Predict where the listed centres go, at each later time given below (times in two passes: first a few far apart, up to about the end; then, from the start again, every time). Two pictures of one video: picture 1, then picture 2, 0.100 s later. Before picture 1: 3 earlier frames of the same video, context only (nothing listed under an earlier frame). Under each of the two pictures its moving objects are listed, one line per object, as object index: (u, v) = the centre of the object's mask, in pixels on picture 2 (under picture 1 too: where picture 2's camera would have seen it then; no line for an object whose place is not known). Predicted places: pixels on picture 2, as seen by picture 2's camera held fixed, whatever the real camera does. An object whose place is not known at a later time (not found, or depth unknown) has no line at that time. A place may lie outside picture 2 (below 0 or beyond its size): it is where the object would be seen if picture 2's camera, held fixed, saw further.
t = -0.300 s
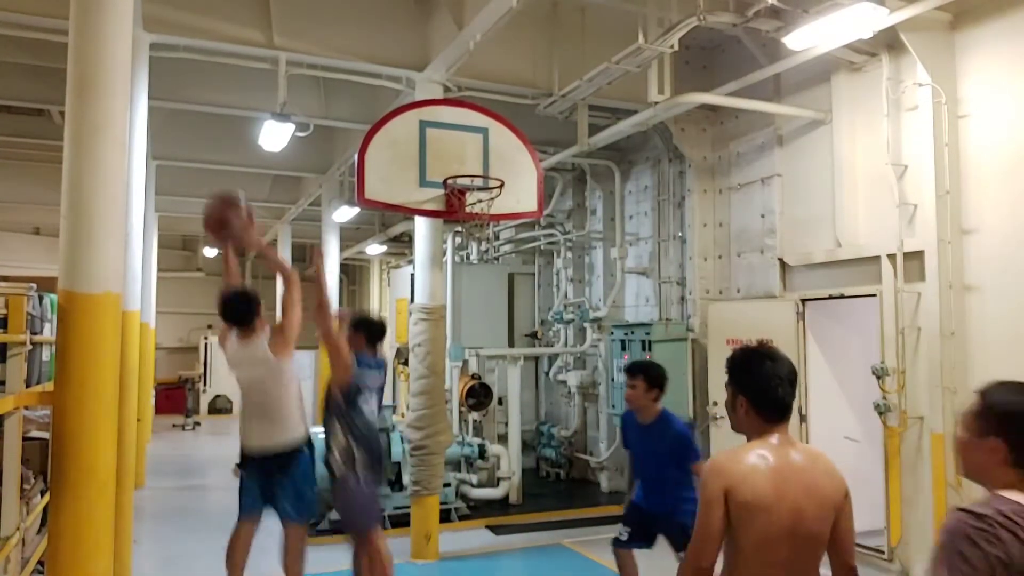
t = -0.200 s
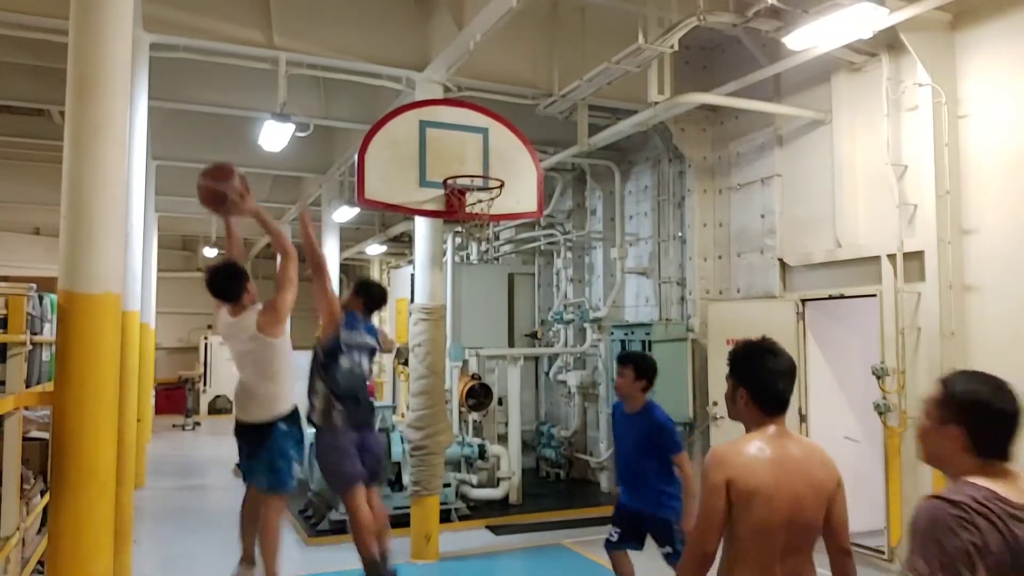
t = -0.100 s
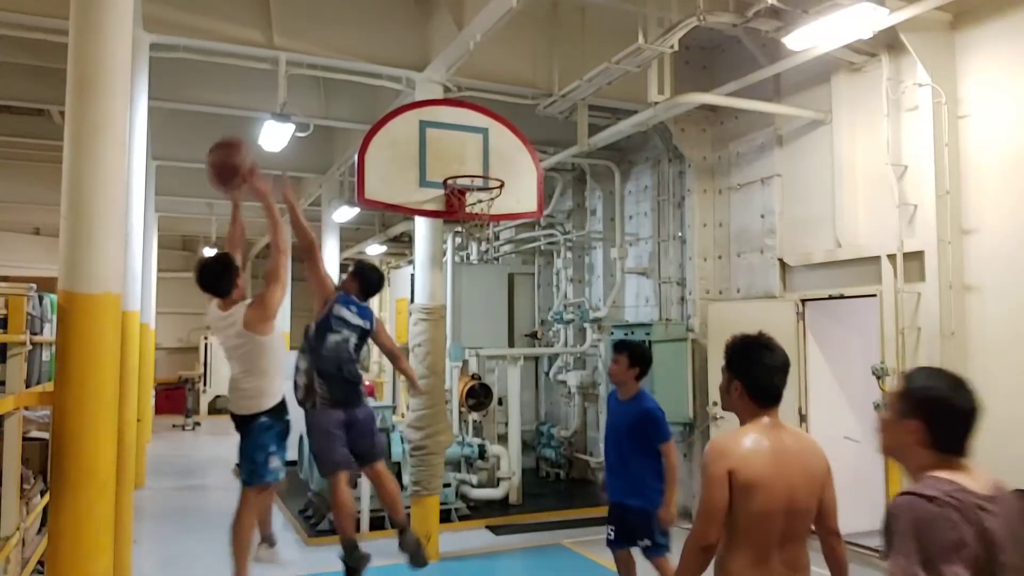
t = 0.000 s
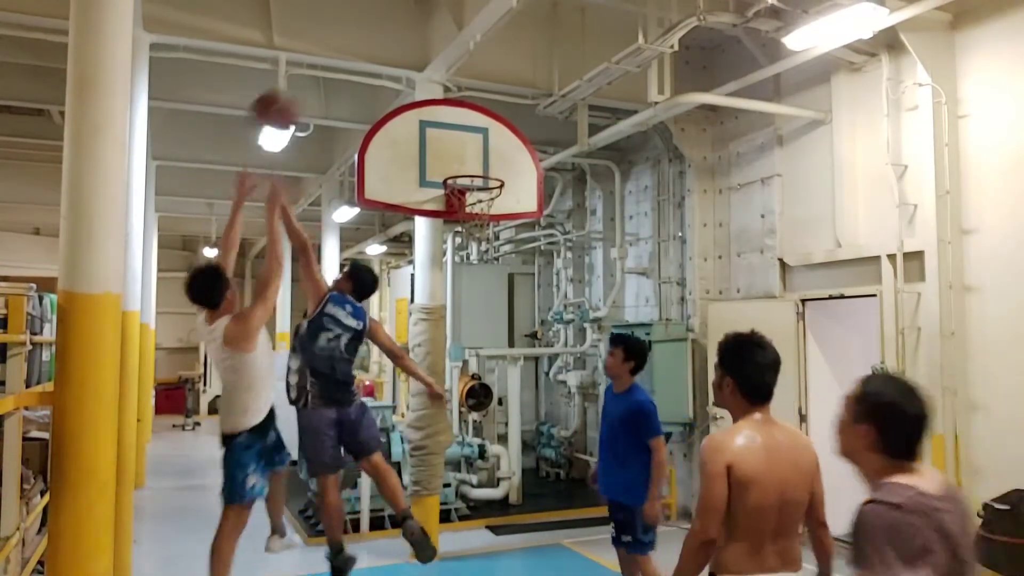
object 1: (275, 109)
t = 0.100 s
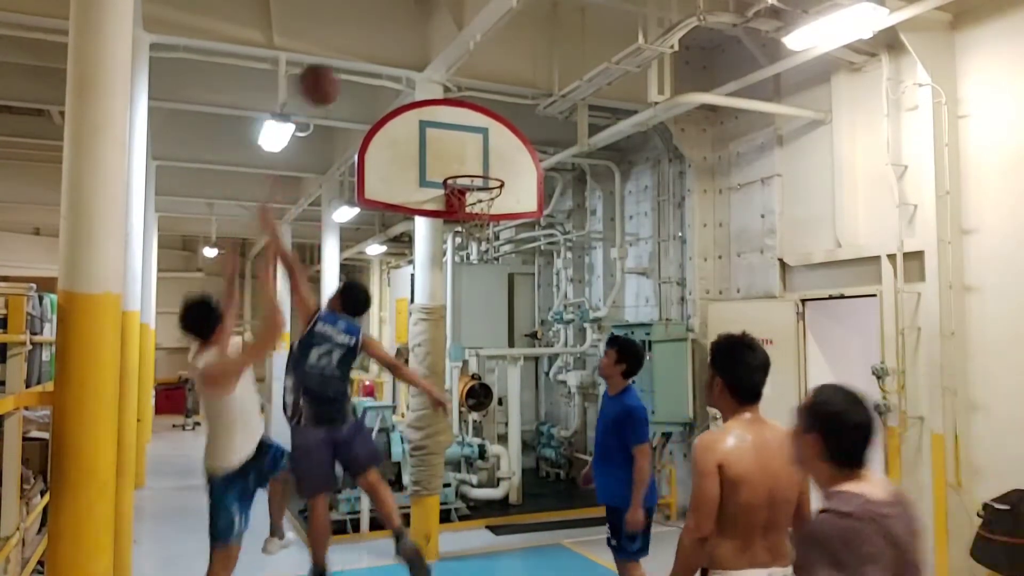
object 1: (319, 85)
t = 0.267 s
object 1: (381, 78)
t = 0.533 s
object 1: (458, 108)
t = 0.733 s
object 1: (519, 164)
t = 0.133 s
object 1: (331, 80)
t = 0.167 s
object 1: (345, 77)
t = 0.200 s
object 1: (357, 75)
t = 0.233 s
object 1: (369, 76)
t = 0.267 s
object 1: (381, 78)
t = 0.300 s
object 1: (391, 82)
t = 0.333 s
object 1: (401, 87)
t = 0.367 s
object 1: (411, 93)
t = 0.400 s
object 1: (420, 96)
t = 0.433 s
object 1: (429, 96)
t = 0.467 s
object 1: (439, 99)
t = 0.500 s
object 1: (448, 103)
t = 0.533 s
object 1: (458, 108)
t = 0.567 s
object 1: (467, 118)
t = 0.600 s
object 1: (478, 126)
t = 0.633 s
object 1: (488, 138)
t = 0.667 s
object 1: (498, 151)
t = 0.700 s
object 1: (509, 163)
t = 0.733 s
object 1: (519, 164)
